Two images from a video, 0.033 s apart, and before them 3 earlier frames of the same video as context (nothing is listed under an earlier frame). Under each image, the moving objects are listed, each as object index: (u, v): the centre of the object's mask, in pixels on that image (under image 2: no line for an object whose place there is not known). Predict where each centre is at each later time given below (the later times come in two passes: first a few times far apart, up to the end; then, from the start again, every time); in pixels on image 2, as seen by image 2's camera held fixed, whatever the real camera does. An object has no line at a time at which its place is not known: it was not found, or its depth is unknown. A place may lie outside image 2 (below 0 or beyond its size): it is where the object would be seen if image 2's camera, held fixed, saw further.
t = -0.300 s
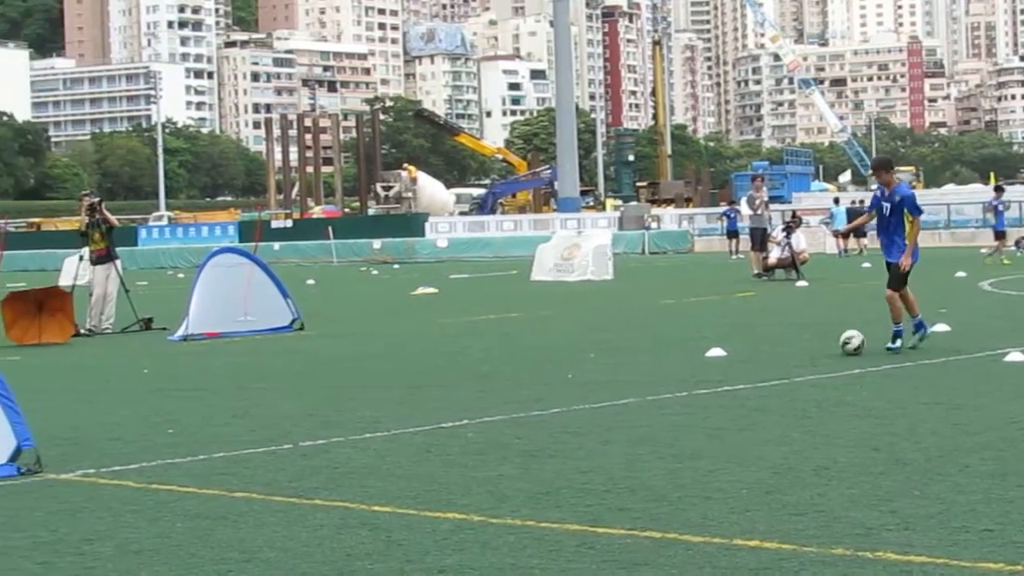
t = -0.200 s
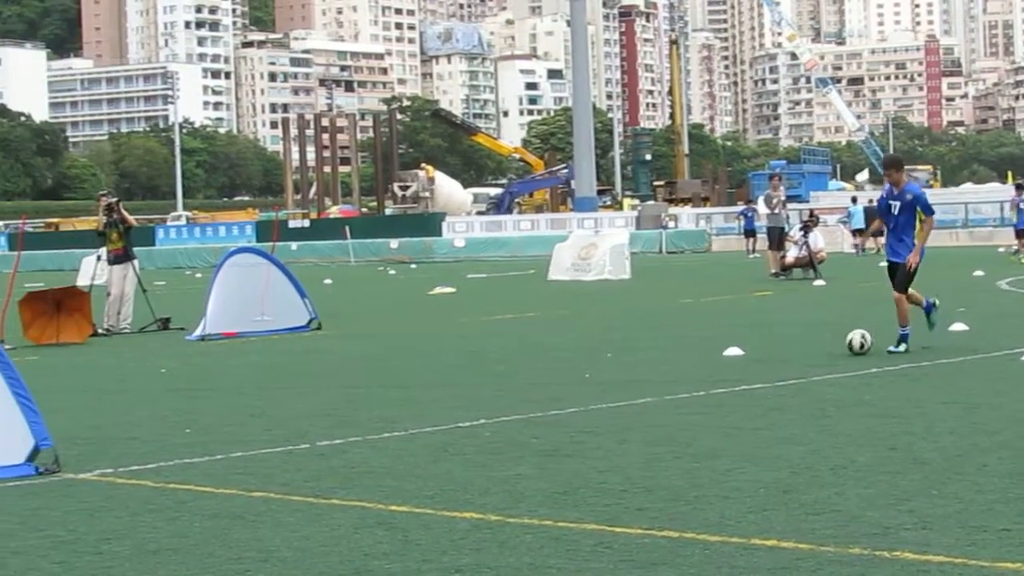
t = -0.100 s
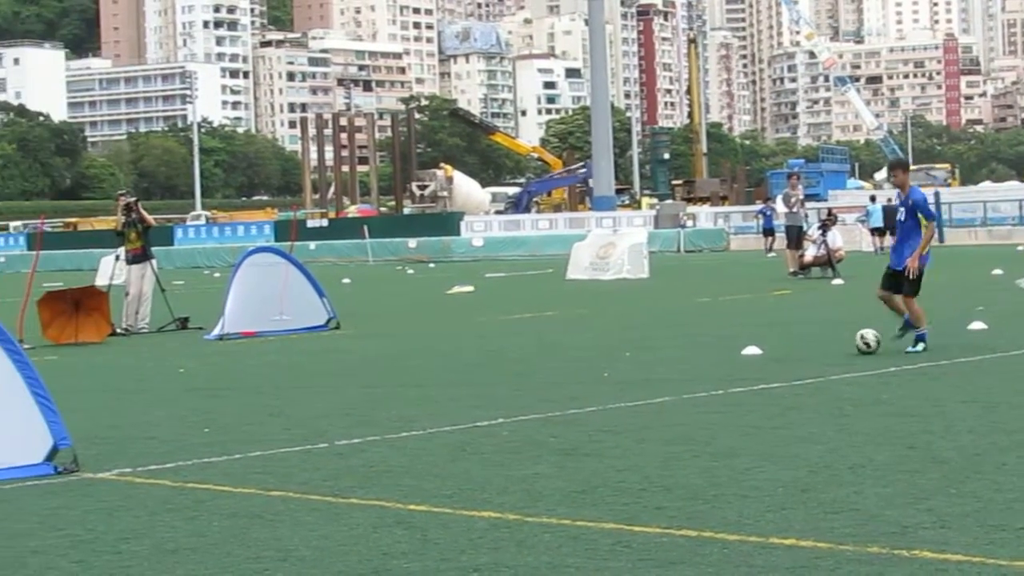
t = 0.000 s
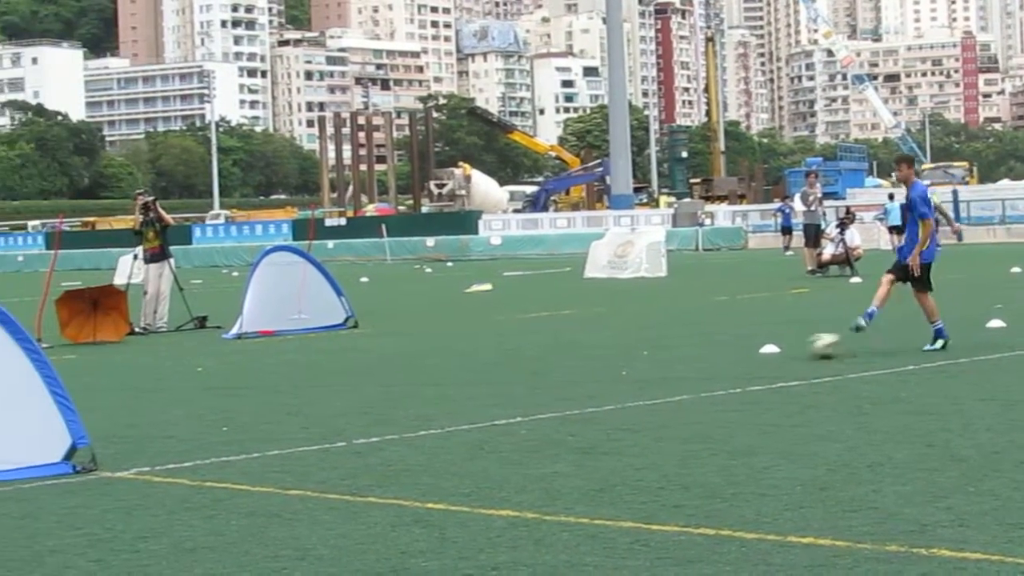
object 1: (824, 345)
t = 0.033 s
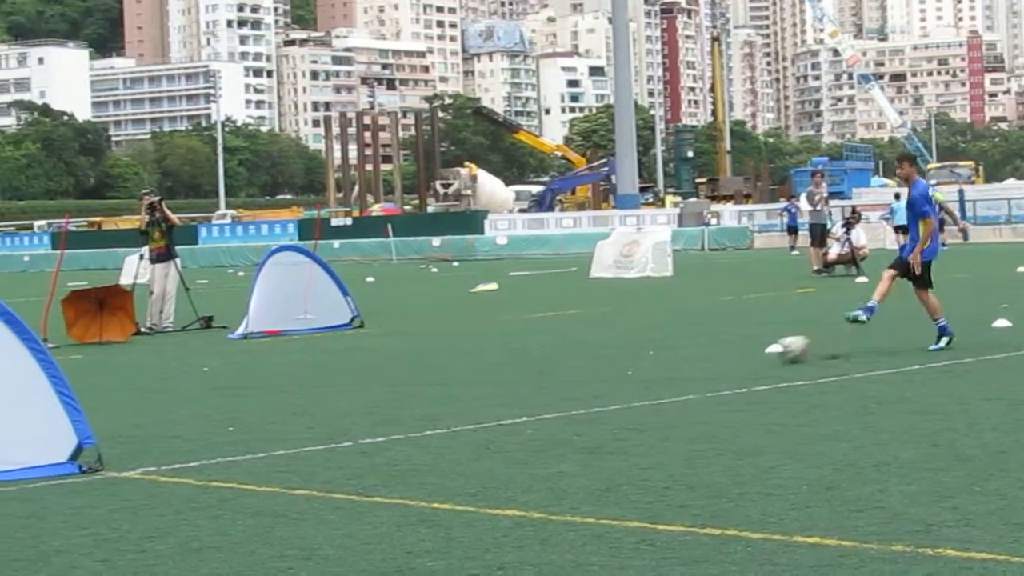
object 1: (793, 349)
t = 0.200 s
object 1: (602, 368)
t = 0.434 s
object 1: (323, 399)
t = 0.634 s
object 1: (92, 419)
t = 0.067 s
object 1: (754, 353)
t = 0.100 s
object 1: (717, 357)
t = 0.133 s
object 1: (678, 360)
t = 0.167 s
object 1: (640, 365)
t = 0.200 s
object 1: (602, 368)
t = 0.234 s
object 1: (561, 373)
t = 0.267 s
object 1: (523, 377)
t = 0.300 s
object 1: (483, 380)
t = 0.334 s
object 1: (442, 386)
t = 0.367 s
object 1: (402, 390)
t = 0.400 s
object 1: (364, 394)
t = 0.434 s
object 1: (323, 399)
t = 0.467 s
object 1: (282, 402)
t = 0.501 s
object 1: (242, 408)
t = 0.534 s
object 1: (204, 413)
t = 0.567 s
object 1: (164, 417)
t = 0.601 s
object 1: (124, 422)
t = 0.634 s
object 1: (92, 419)
